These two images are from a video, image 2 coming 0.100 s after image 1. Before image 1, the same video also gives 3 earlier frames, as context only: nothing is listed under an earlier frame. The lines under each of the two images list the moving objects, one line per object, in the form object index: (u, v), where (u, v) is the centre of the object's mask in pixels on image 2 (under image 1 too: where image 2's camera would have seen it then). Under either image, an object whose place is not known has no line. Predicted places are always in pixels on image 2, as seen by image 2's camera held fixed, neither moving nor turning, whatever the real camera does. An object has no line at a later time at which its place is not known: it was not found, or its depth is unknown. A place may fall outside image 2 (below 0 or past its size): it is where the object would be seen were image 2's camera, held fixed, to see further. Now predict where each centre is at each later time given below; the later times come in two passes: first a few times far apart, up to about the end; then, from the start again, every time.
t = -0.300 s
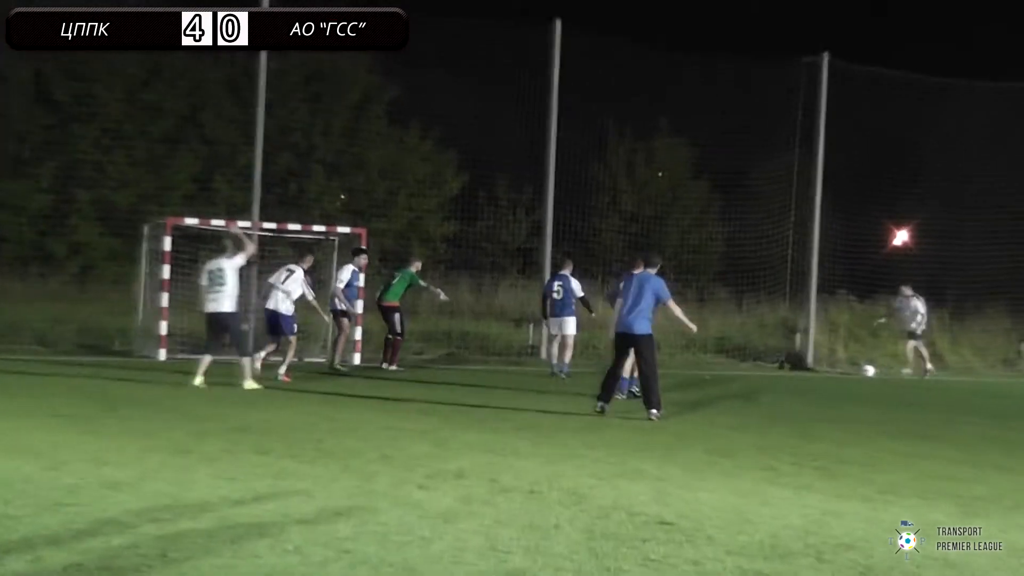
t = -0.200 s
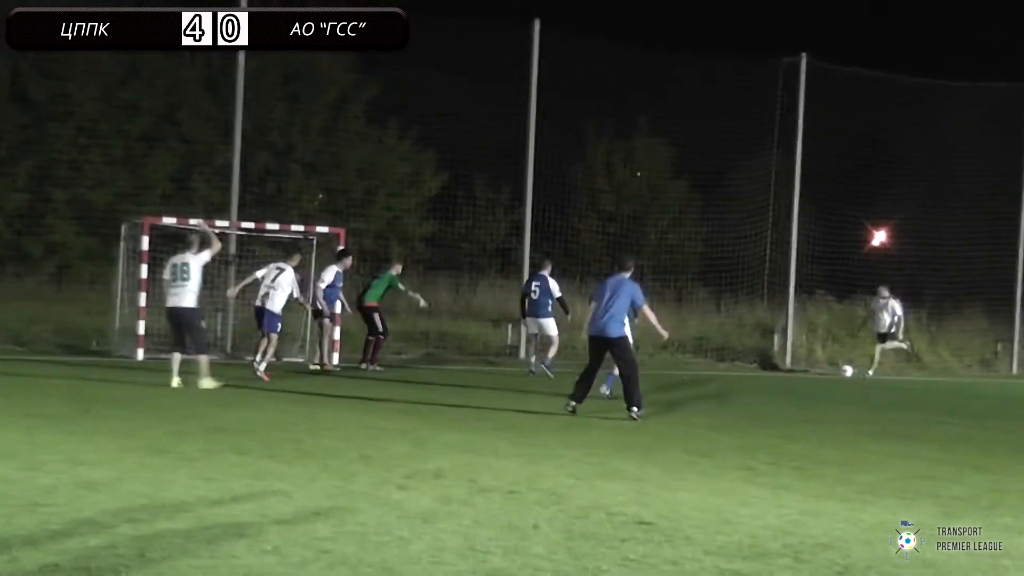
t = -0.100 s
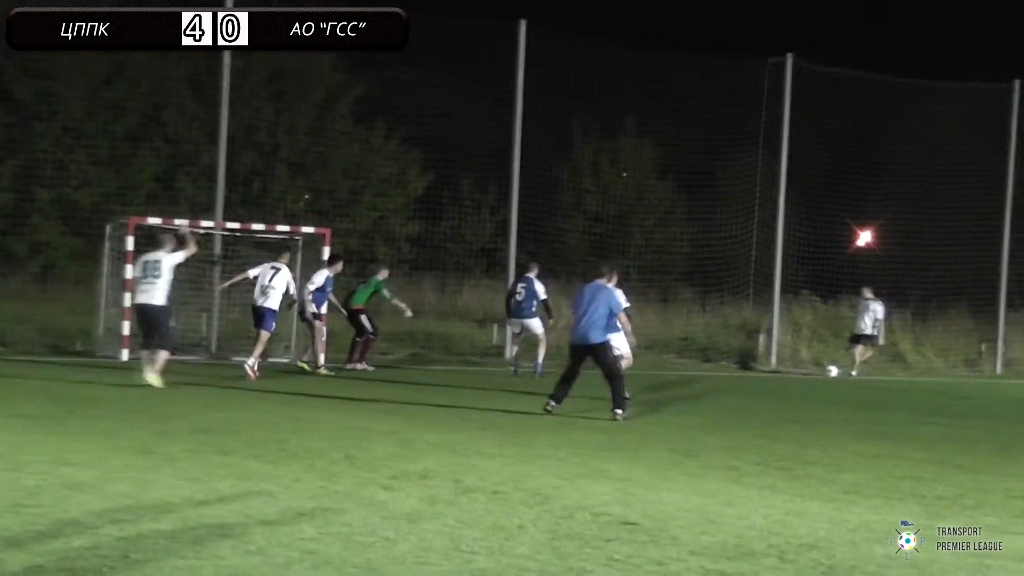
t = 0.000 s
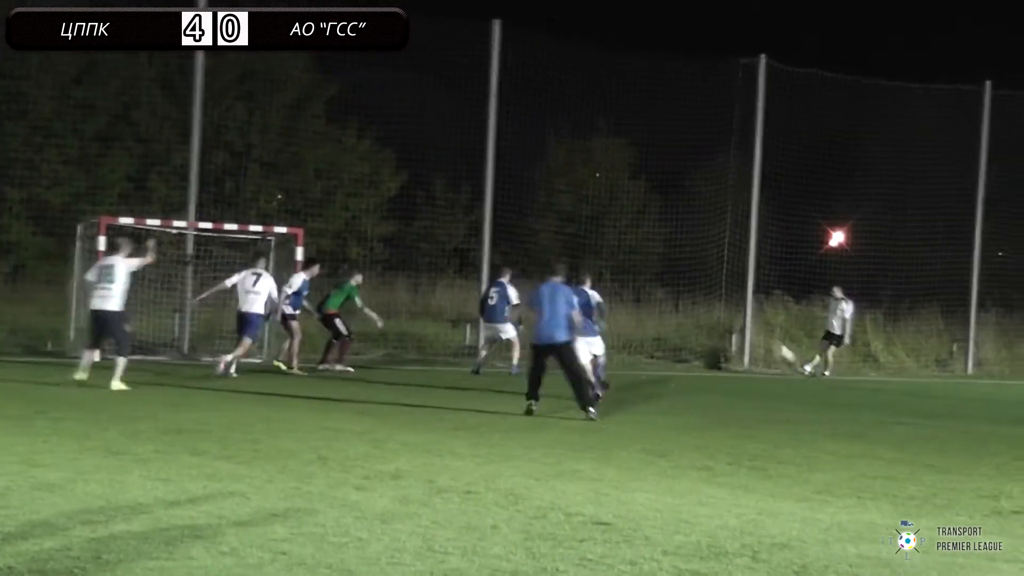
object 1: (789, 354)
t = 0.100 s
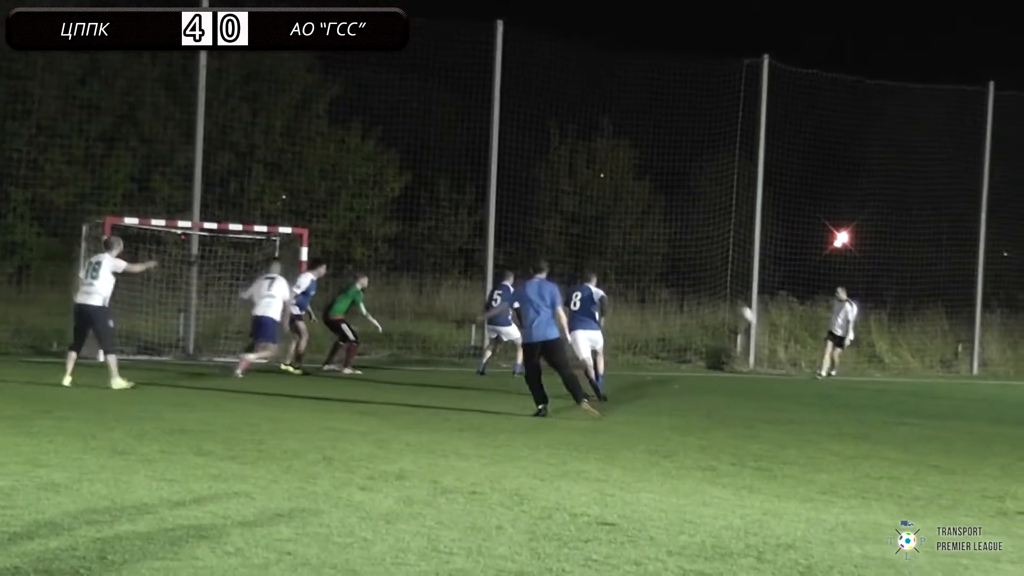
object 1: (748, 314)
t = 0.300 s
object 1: (663, 246)
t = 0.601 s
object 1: (523, 171)
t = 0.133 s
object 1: (732, 300)
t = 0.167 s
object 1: (719, 289)
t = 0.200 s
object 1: (706, 279)
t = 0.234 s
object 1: (691, 266)
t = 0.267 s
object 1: (677, 256)
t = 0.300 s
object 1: (663, 246)
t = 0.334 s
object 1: (647, 235)
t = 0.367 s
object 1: (632, 226)
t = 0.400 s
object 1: (617, 216)
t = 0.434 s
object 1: (599, 207)
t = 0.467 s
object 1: (586, 199)
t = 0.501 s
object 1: (571, 191)
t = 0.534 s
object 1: (553, 184)
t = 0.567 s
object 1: (539, 177)
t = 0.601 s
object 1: (523, 171)
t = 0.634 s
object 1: (508, 165)
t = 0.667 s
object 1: (497, 159)
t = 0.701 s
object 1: (483, 154)
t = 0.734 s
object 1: (466, 150)
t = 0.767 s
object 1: (450, 146)
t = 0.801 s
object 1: (436, 142)
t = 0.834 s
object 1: (416, 140)
